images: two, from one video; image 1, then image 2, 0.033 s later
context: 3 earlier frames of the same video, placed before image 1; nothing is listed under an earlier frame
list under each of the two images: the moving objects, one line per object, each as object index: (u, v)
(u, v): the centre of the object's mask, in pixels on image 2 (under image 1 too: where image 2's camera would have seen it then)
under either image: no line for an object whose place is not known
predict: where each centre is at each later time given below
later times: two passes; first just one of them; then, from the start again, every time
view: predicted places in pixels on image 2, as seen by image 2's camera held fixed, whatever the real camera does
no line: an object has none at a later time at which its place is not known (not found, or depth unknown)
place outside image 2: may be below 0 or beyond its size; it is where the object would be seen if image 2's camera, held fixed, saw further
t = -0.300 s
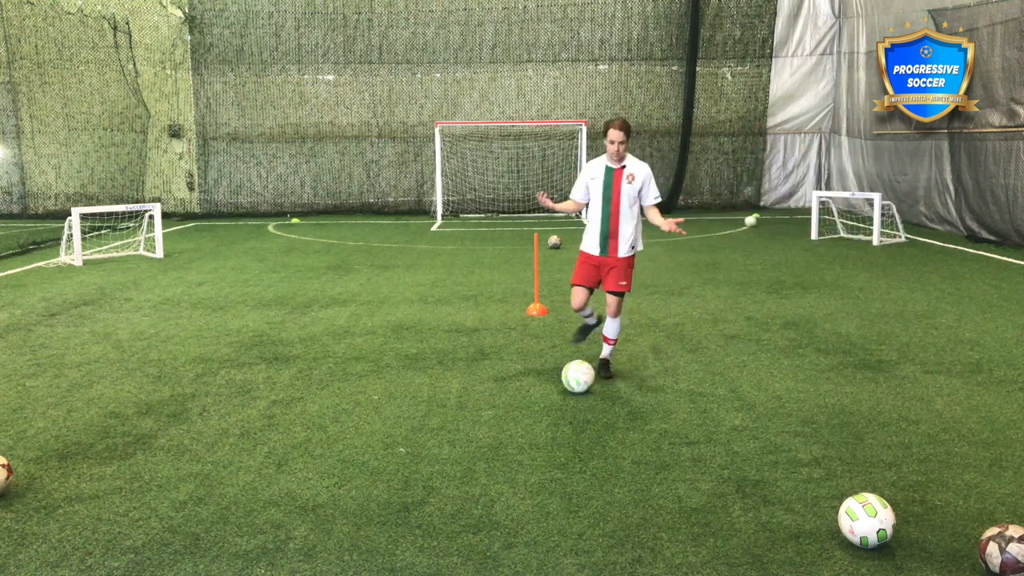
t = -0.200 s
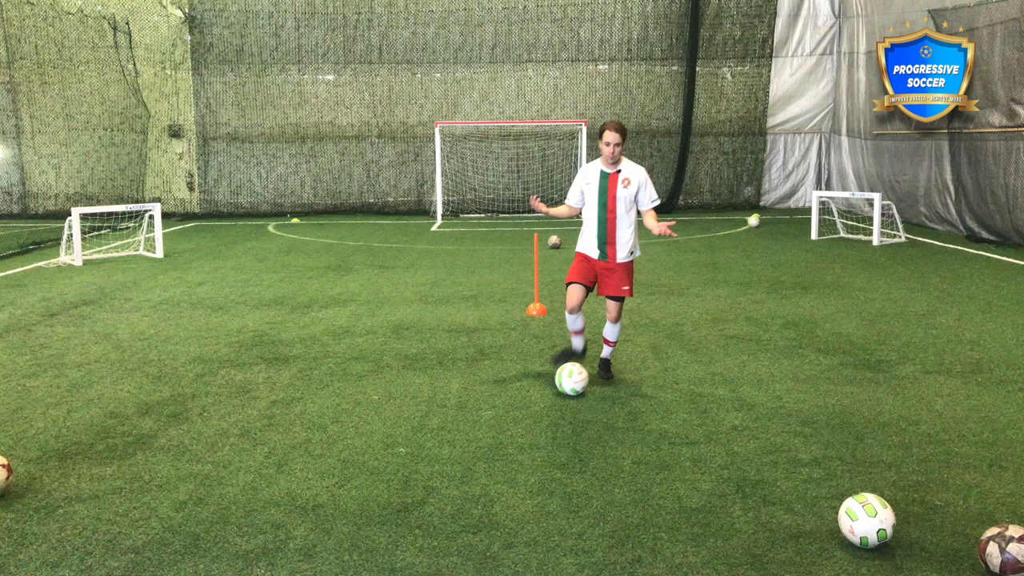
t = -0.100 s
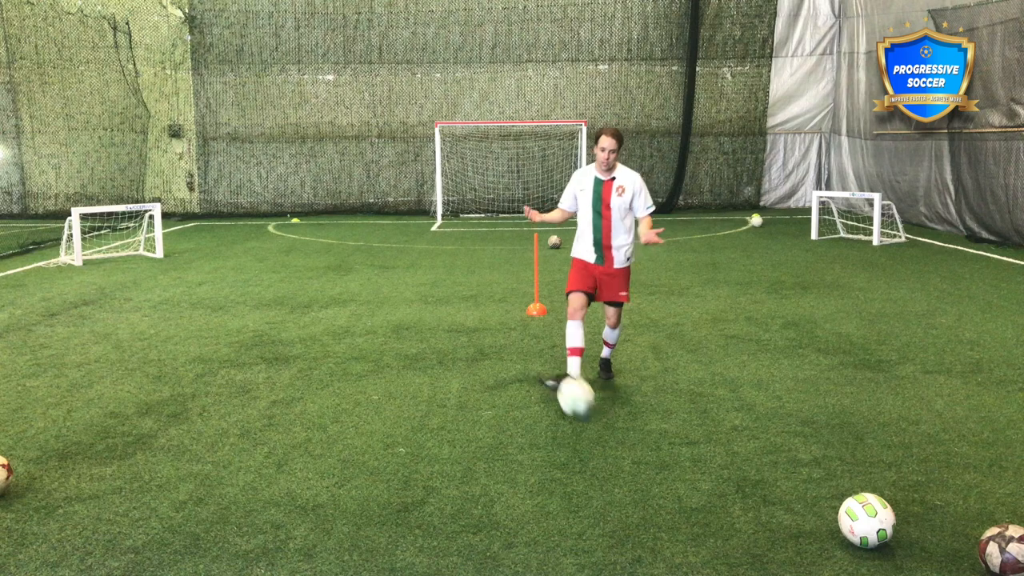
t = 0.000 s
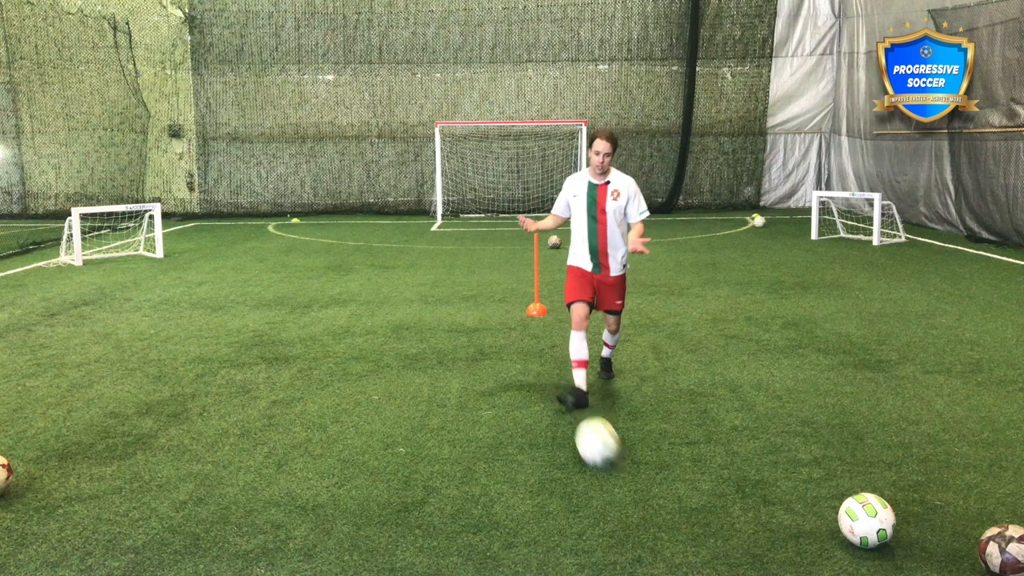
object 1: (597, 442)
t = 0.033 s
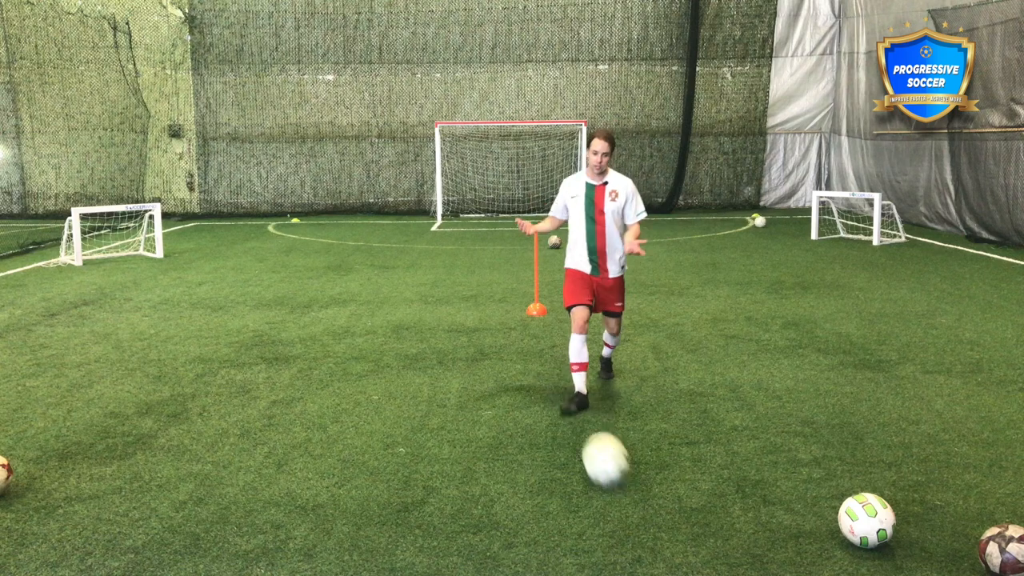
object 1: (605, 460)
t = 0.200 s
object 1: (658, 559)
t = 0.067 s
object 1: (614, 479)
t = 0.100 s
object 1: (625, 498)
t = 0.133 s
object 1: (636, 523)
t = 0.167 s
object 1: (647, 546)
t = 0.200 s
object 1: (658, 559)
